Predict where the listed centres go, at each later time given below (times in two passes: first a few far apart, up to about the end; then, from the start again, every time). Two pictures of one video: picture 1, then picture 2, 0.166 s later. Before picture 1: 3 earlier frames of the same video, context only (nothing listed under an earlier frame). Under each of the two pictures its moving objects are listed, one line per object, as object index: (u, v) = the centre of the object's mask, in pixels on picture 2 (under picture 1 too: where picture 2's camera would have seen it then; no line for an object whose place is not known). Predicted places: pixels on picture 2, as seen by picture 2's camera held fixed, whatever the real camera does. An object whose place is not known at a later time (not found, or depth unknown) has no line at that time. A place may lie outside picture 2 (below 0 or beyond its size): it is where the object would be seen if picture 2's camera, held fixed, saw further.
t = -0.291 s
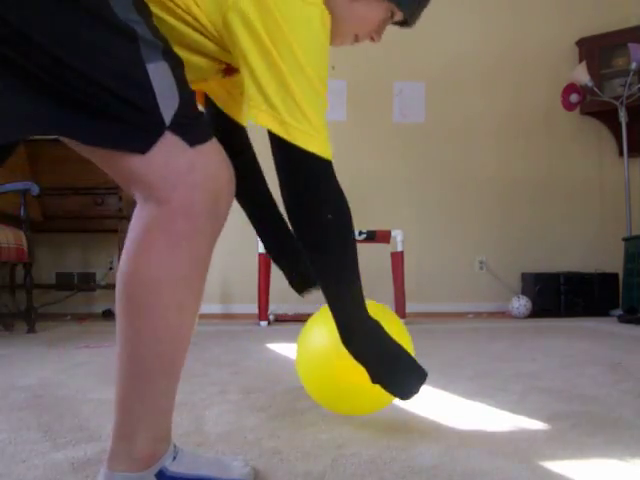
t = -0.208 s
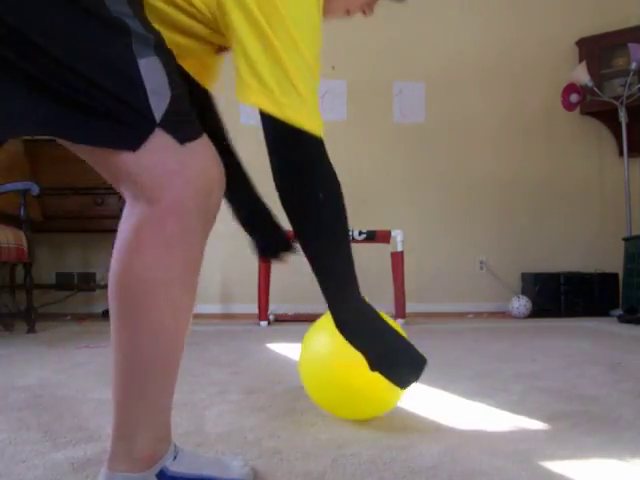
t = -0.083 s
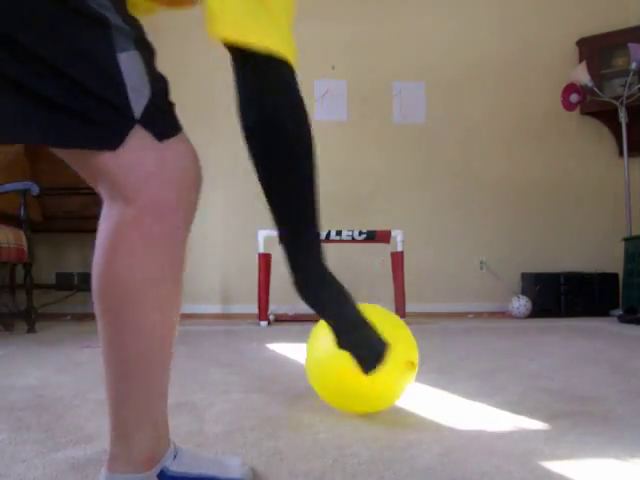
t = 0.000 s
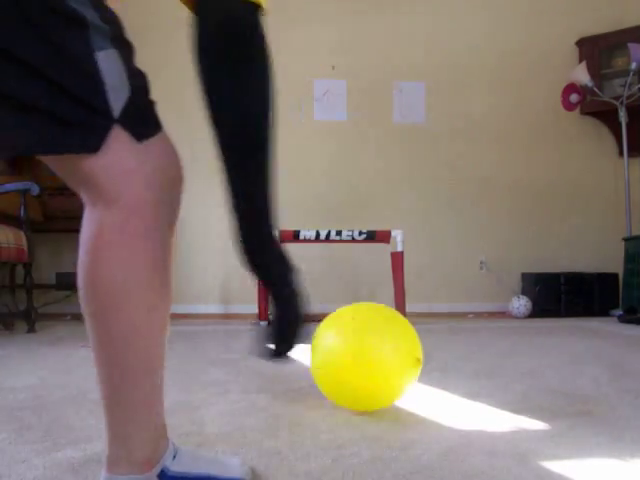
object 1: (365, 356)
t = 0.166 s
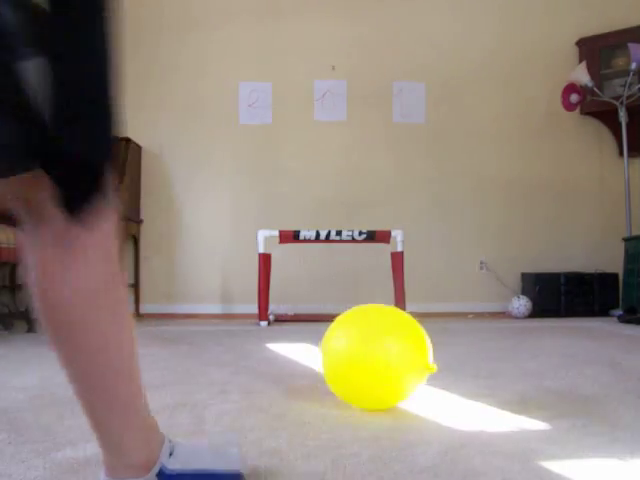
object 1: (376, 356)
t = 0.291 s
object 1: (385, 358)
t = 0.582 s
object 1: (412, 353)
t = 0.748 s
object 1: (427, 351)
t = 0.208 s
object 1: (379, 356)
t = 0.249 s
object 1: (382, 357)
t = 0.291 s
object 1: (385, 358)
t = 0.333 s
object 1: (389, 356)
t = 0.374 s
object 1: (393, 356)
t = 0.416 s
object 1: (396, 356)
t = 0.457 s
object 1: (401, 356)
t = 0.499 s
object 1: (405, 355)
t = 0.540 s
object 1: (408, 354)
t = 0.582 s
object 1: (412, 353)
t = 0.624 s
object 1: (416, 353)
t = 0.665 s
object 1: (420, 352)
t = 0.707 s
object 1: (424, 351)
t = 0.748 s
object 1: (427, 351)
